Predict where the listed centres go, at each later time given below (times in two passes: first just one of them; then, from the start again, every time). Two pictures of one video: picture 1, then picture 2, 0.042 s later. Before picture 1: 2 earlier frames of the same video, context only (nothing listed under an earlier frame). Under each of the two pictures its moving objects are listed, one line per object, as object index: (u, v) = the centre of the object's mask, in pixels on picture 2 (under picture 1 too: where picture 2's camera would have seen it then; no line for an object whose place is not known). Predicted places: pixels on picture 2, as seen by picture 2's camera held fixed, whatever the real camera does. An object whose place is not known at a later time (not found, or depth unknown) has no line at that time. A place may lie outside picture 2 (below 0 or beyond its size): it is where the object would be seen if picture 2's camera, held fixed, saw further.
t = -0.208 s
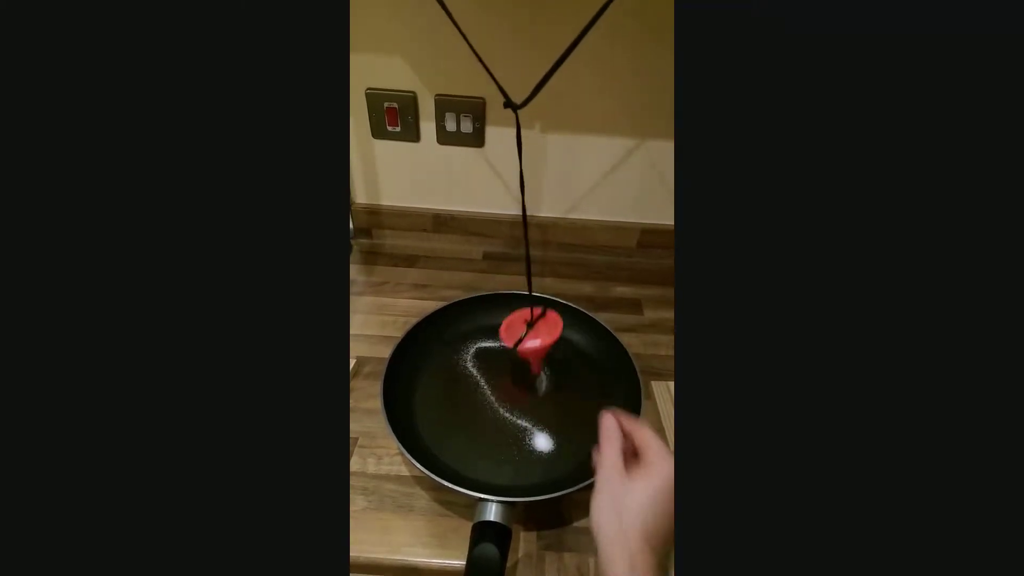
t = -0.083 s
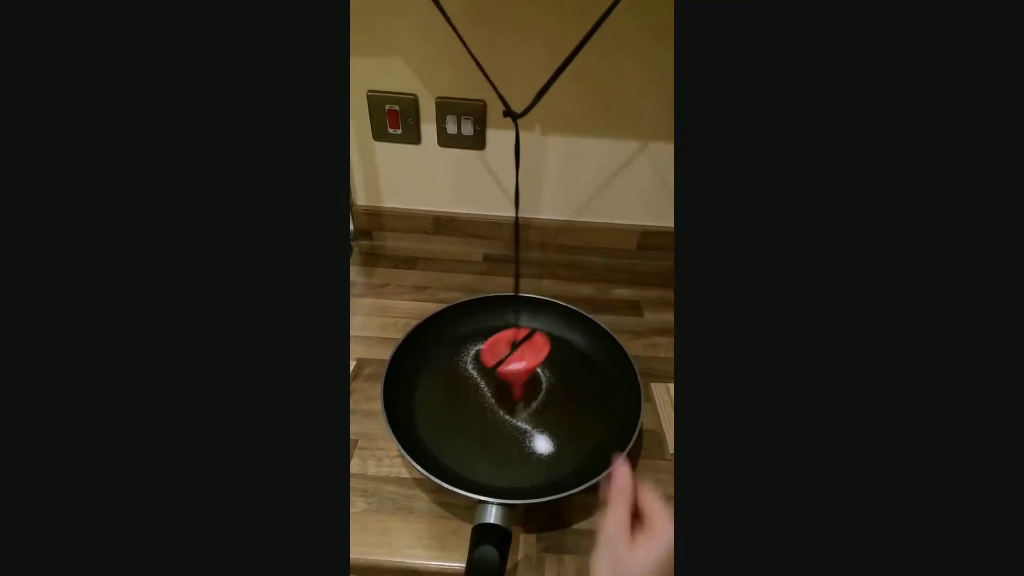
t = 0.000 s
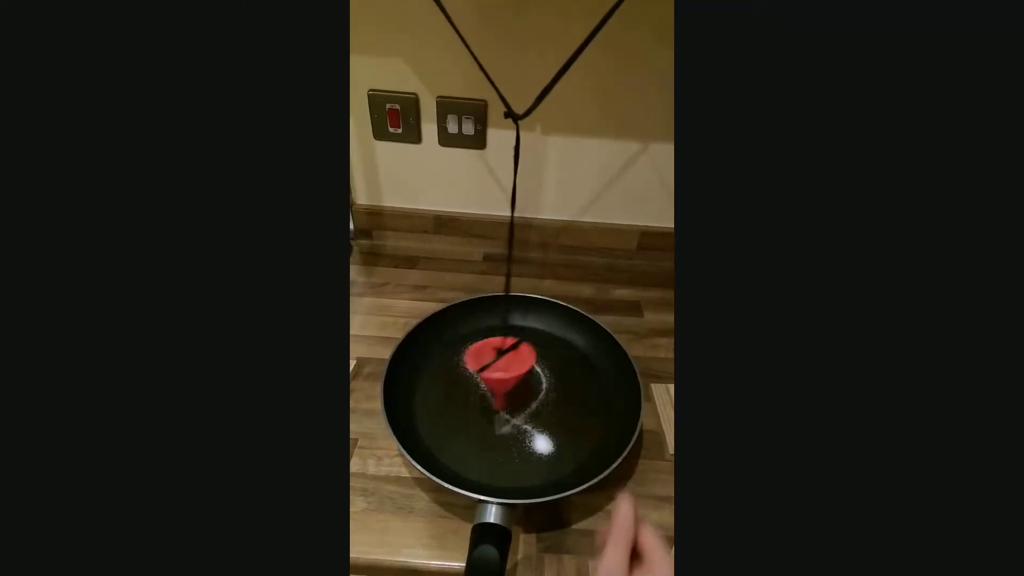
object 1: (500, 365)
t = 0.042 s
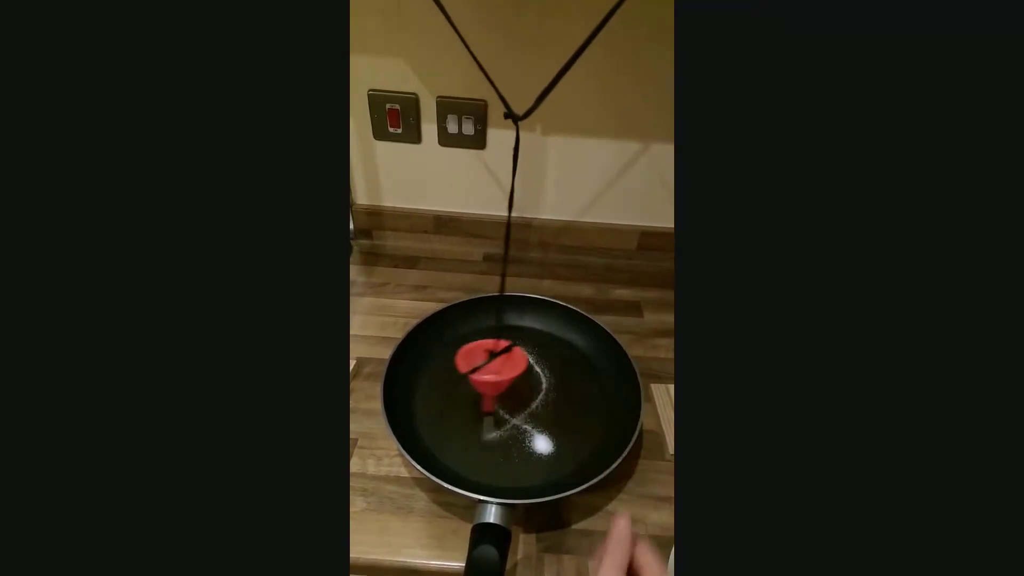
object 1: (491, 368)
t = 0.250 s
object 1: (469, 363)
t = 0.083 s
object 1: (483, 369)
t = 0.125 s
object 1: (477, 369)
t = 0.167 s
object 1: (472, 369)
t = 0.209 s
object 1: (470, 366)
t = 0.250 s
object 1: (469, 363)
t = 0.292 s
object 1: (471, 359)
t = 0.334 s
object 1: (474, 355)
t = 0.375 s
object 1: (480, 350)
